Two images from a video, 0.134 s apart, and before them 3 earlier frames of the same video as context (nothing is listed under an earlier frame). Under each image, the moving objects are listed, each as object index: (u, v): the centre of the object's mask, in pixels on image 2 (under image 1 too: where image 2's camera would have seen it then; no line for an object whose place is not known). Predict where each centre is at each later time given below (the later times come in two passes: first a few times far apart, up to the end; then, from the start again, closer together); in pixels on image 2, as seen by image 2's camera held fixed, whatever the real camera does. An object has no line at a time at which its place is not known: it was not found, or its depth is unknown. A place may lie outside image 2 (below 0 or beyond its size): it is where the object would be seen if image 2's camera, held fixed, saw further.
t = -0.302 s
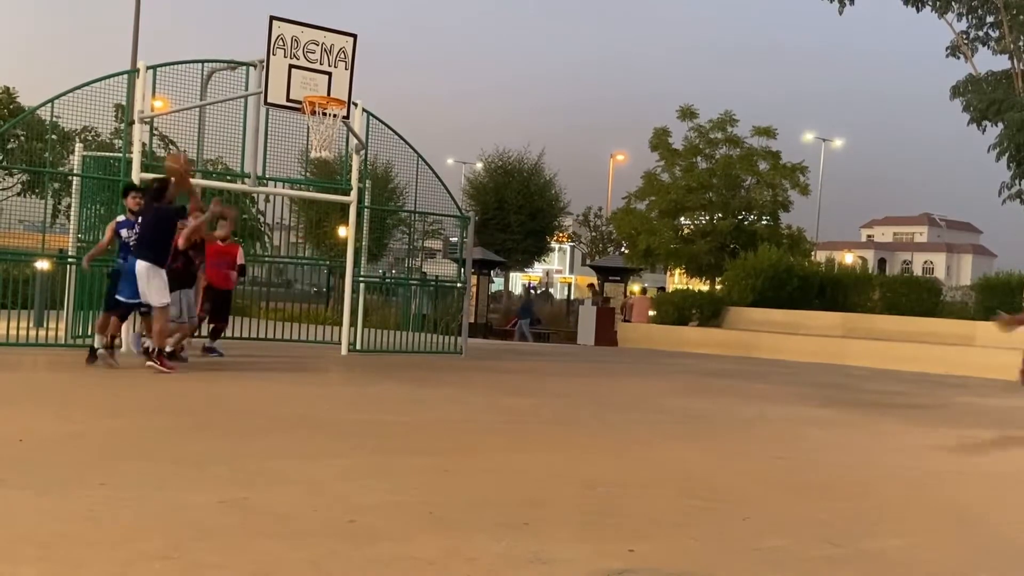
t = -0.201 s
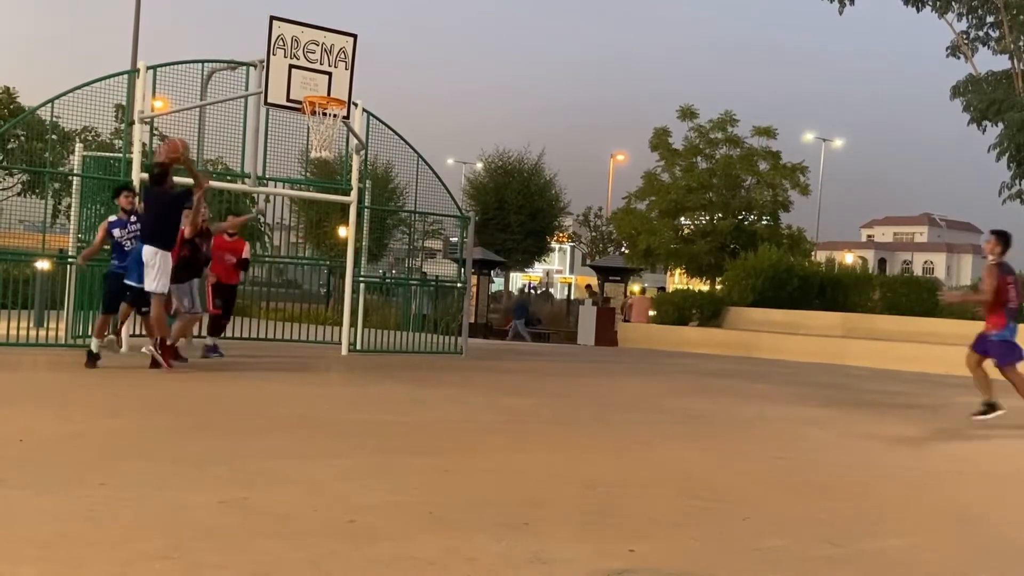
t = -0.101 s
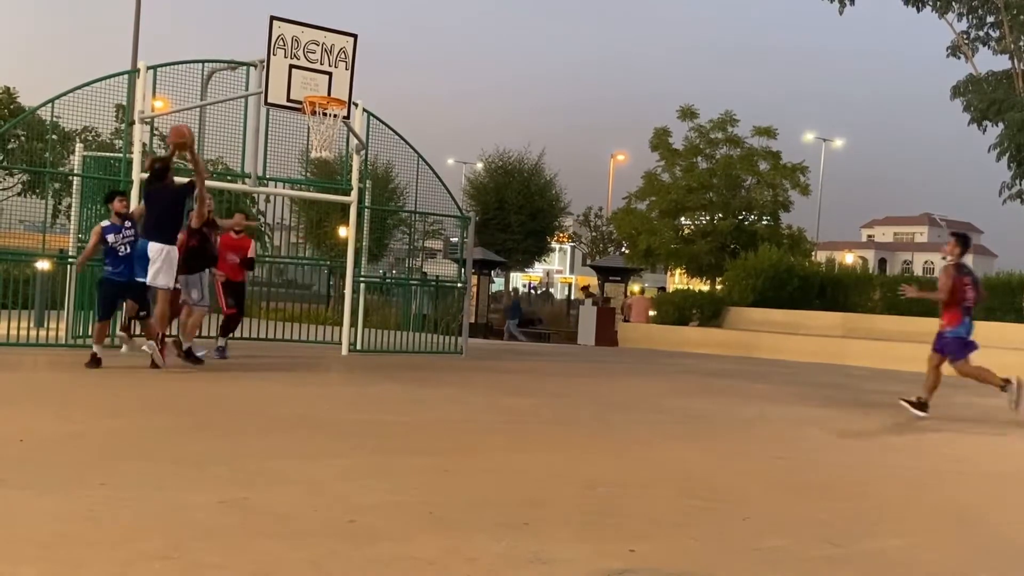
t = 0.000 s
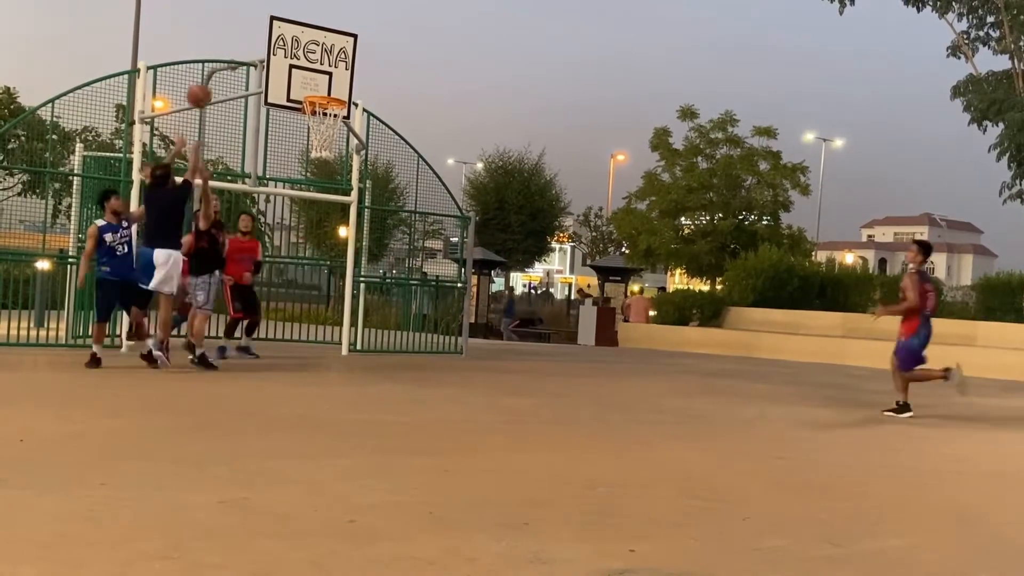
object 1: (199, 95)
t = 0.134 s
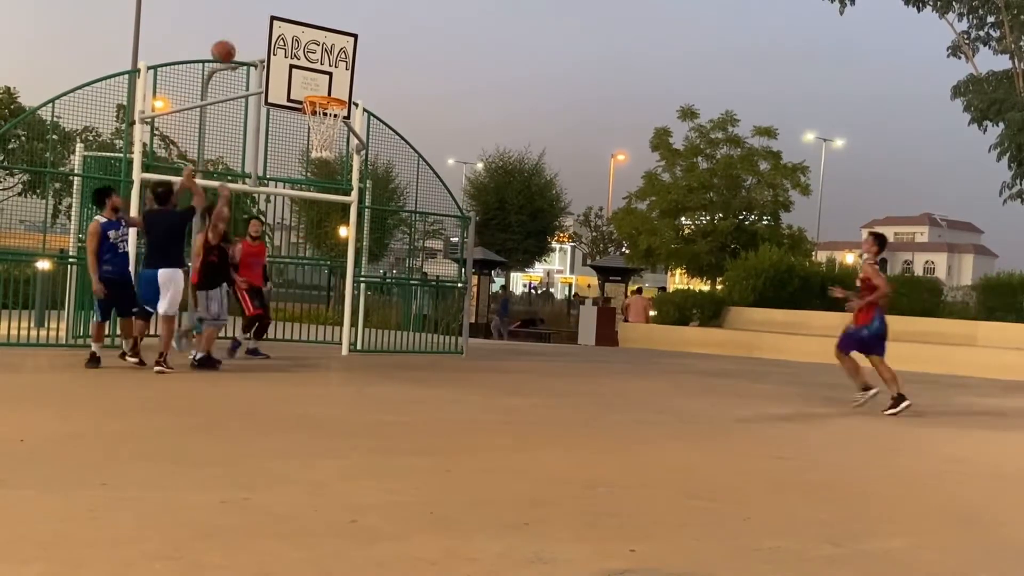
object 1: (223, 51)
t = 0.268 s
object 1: (245, 28)
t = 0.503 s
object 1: (275, 29)
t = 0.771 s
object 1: (312, 77)
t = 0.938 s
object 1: (332, 118)
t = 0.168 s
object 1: (229, 44)
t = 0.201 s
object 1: (234, 38)
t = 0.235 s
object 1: (239, 33)
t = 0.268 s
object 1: (245, 28)
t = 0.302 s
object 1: (250, 25)
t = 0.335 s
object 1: (254, 23)
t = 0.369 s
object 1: (258, 22)
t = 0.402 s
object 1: (262, 23)
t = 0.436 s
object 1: (267, 24)
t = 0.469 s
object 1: (271, 26)
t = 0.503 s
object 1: (275, 29)
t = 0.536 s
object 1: (278, 33)
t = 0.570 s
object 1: (282, 38)
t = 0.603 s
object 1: (286, 44)
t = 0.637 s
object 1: (289, 51)
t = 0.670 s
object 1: (293, 59)
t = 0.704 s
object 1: (298, 64)
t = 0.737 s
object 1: (305, 70)
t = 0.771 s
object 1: (312, 77)
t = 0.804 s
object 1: (319, 85)
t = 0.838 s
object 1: (325, 89)
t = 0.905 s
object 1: (333, 113)
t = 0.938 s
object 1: (332, 118)
